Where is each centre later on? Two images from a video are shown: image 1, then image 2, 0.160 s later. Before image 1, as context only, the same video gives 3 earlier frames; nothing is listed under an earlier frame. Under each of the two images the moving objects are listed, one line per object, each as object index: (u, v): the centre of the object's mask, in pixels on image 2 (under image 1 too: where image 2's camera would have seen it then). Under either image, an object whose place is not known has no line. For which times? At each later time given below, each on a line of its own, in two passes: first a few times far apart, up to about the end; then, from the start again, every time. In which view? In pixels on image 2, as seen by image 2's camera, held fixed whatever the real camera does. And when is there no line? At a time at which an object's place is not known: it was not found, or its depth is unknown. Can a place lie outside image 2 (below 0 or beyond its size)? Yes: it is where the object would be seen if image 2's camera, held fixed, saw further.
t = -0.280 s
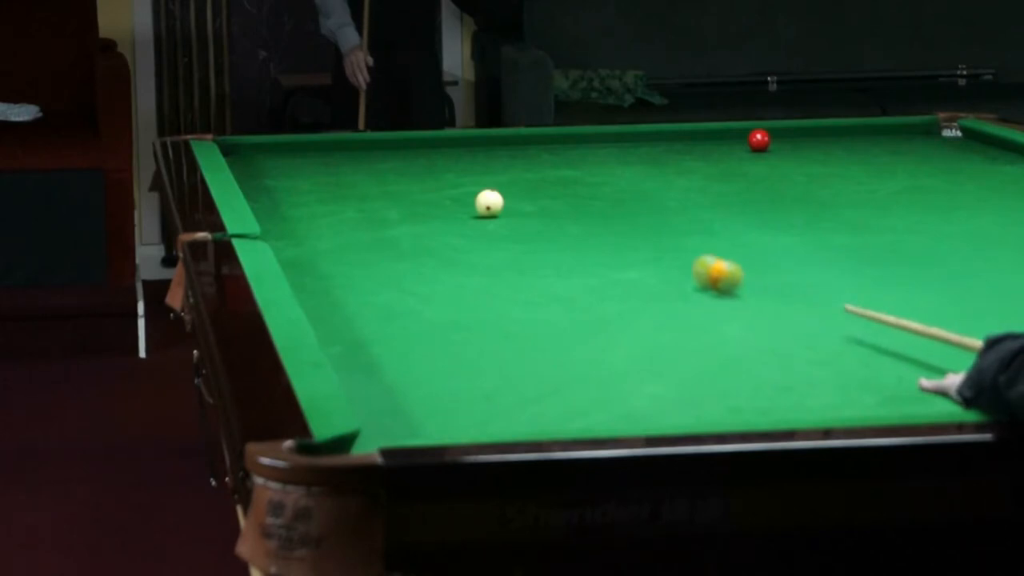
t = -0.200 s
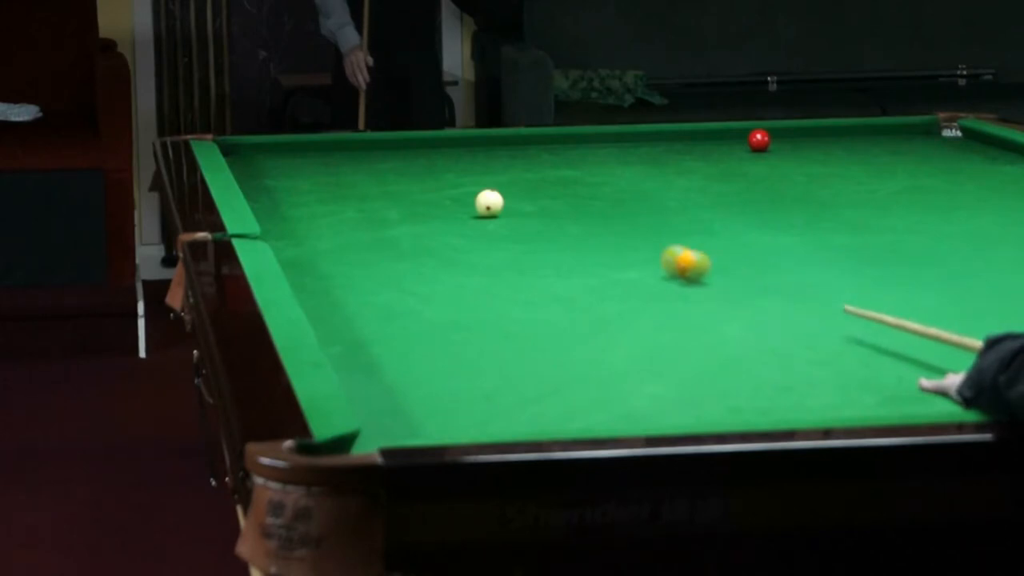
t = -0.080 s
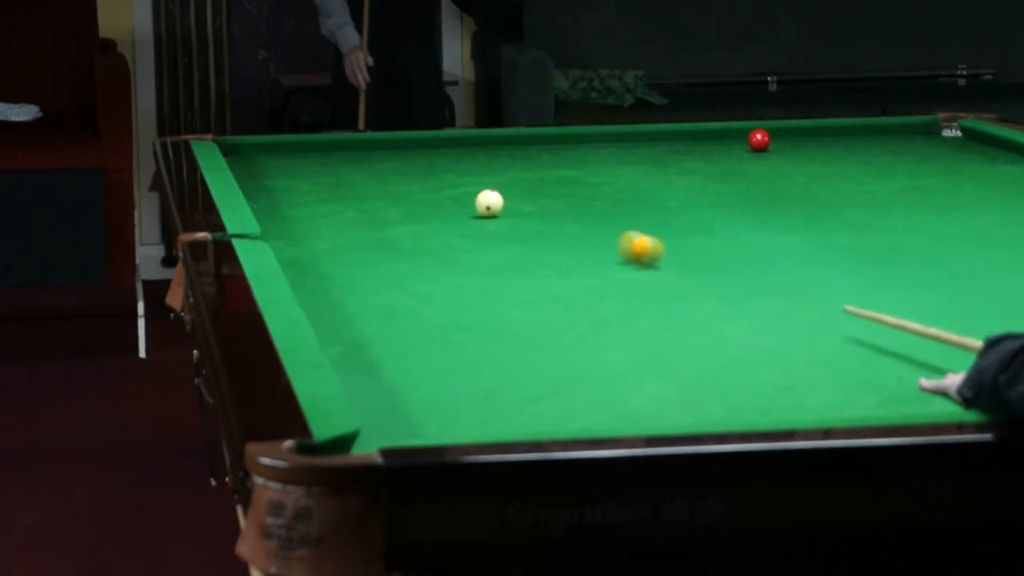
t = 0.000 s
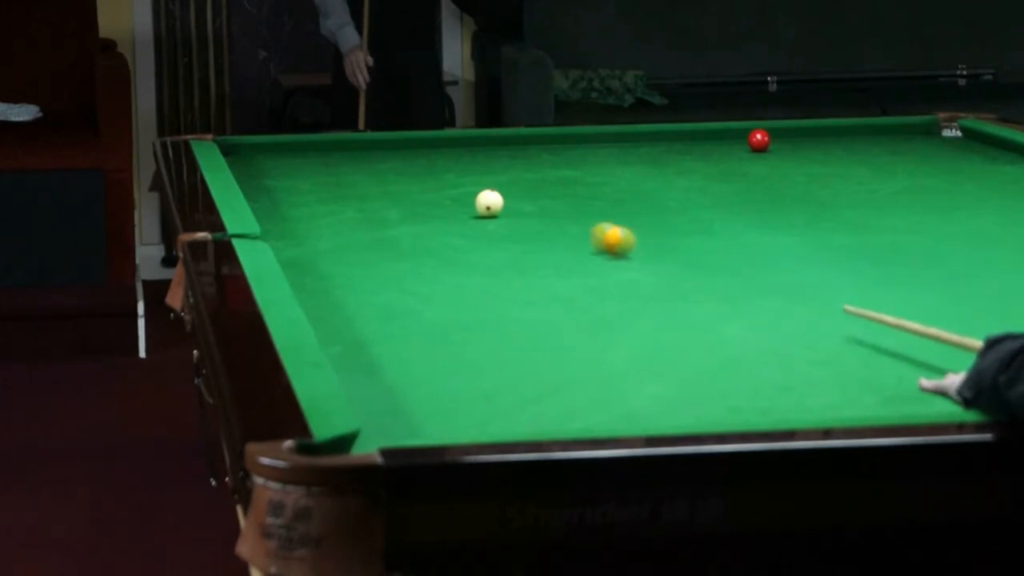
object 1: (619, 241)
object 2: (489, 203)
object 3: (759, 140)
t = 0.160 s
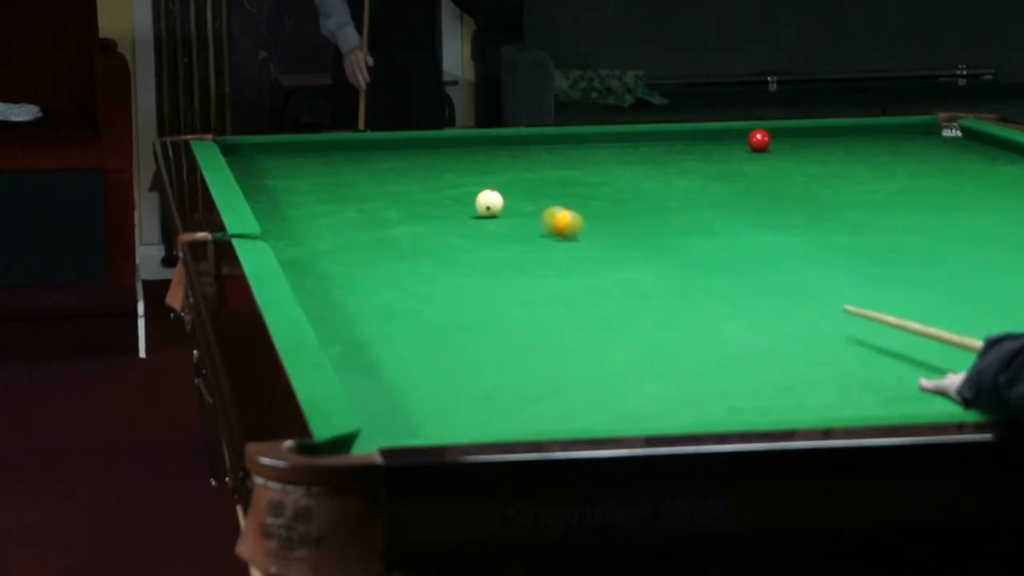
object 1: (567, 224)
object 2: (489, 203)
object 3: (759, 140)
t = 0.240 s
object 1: (543, 216)
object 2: (489, 203)
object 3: (759, 140)
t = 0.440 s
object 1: (529, 201)
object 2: (452, 200)
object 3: (759, 140)
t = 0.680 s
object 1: (558, 189)
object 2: (373, 193)
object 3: (759, 140)
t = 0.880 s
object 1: (579, 181)
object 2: (312, 186)
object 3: (759, 140)
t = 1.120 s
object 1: (603, 171)
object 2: (251, 179)
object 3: (759, 140)
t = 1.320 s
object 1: (621, 163)
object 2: (270, 175)
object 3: (759, 140)
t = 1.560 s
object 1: (641, 155)
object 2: (302, 169)
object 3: (759, 140)
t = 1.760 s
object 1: (657, 149)
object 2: (326, 164)
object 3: (759, 140)
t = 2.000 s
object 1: (674, 142)
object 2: (354, 159)
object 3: (759, 140)
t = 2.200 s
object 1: (688, 136)
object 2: (375, 155)
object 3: (759, 140)
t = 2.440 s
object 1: (707, 132)
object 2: (399, 151)
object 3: (759, 140)
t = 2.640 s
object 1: (730, 135)
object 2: (417, 148)
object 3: (759, 140)
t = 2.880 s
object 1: (754, 132)
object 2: (437, 144)
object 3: (759, 140)
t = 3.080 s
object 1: (780, 138)
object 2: (452, 141)
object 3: (760, 142)
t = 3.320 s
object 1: (800, 139)
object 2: (469, 139)
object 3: (761, 143)
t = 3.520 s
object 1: (816, 140)
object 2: (481, 139)
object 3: (762, 145)
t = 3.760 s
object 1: (832, 140)
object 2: (496, 140)
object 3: (763, 146)
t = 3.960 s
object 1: (844, 140)
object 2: (506, 140)
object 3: (765, 147)
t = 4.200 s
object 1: (857, 141)
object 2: (518, 141)
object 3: (766, 148)
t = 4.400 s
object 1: (864, 141)
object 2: (525, 141)
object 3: (767, 148)
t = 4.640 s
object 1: (871, 141)
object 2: (532, 142)
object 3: (767, 148)
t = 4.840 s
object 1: (874, 140)
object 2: (536, 142)
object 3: (767, 148)
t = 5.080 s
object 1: (875, 140)
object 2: (539, 142)
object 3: (767, 148)
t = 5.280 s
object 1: (875, 140)
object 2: (540, 142)
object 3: (767, 148)
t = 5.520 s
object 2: (540, 142)
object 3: (767, 148)
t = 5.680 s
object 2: (540, 142)
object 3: (767, 148)
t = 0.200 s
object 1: (555, 220)
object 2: (489, 203)
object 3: (759, 140)
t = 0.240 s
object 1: (543, 216)
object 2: (489, 203)
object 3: (759, 140)
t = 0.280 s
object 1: (531, 212)
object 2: (489, 203)
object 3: (759, 140)
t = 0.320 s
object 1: (519, 207)
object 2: (488, 203)
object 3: (759, 140)
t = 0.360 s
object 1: (516, 204)
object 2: (486, 203)
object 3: (759, 140)
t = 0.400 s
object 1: (523, 202)
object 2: (470, 201)
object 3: (759, 140)
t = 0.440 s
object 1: (529, 201)
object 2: (452, 200)
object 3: (759, 140)
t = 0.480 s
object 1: (534, 199)
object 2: (437, 198)
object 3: (759, 140)
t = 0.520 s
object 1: (540, 197)
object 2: (424, 197)
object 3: (759, 140)
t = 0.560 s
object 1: (544, 195)
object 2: (411, 196)
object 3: (759, 140)
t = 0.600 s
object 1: (549, 193)
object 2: (399, 195)
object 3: (759, 140)
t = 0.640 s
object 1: (553, 191)
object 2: (382, 193)
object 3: (759, 140)
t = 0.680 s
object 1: (558, 189)
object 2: (373, 193)
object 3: (759, 140)
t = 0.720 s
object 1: (562, 187)
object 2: (358, 191)
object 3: (759, 140)
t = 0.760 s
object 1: (567, 186)
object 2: (346, 190)
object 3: (759, 140)
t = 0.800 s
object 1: (571, 184)
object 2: (335, 189)
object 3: (759, 140)
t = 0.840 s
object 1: (575, 182)
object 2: (323, 187)
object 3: (759, 140)
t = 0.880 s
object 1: (579, 181)
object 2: (312, 186)
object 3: (759, 140)
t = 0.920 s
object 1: (583, 179)
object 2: (301, 185)
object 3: (759, 140)
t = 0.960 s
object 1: (587, 177)
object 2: (290, 184)
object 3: (759, 140)
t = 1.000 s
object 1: (591, 175)
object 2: (279, 183)
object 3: (759, 140)
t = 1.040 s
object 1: (595, 174)
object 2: (269, 182)
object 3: (759, 140)
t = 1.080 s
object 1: (599, 172)
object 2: (259, 180)
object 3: (759, 140)
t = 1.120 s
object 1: (603, 171)
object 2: (251, 179)
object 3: (759, 140)
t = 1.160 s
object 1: (606, 169)
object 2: (249, 178)
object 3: (759, 140)
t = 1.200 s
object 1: (610, 168)
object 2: (253, 178)
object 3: (759, 140)
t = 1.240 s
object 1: (614, 166)
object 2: (259, 176)
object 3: (759, 140)
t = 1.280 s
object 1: (617, 165)
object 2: (265, 176)
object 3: (759, 140)
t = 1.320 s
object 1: (621, 163)
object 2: (270, 175)
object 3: (759, 140)
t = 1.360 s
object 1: (624, 162)
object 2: (275, 174)
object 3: (759, 140)
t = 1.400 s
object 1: (628, 160)
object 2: (281, 172)
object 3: (759, 140)
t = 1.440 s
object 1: (631, 159)
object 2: (286, 171)
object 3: (759, 140)
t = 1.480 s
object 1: (635, 158)
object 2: (292, 171)
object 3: (759, 140)
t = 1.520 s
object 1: (638, 156)
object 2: (297, 170)
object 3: (759, 140)
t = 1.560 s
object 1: (641, 155)
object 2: (302, 169)
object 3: (759, 140)
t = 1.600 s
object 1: (644, 154)
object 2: (307, 168)
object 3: (759, 140)
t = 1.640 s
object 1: (647, 152)
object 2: (312, 167)
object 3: (759, 140)
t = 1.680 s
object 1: (651, 151)
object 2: (317, 166)
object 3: (759, 140)
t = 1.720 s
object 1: (654, 150)
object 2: (322, 165)
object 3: (759, 140)
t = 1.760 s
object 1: (657, 149)
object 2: (326, 164)
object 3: (759, 140)
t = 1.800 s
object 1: (660, 147)
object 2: (331, 163)
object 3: (759, 140)
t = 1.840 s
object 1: (663, 146)
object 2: (336, 163)
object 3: (759, 140)
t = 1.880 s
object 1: (665, 145)
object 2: (340, 162)
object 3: (759, 140)
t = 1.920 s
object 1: (668, 144)
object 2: (345, 161)
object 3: (759, 140)
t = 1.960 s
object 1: (672, 142)
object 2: (350, 160)
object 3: (759, 140)
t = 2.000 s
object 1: (674, 142)
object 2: (354, 159)
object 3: (759, 140)
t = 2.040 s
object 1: (677, 140)
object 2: (359, 159)
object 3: (759, 140)
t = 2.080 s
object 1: (680, 139)
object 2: (363, 158)
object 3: (759, 140)
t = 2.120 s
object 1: (682, 138)
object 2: (367, 157)
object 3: (759, 140)
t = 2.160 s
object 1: (686, 137)
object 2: (371, 156)
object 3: (759, 140)
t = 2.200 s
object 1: (688, 136)
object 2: (375, 155)
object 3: (759, 140)
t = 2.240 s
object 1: (691, 135)
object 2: (380, 155)
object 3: (759, 140)
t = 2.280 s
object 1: (693, 134)
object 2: (383, 154)
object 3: (759, 140)
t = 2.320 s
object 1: (696, 133)
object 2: (387, 153)
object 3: (759, 140)
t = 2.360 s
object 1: (698, 132)
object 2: (392, 152)
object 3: (759, 140)
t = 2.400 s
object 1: (702, 132)
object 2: (395, 152)
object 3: (759, 140)
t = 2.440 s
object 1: (707, 132)
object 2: (399, 151)
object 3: (759, 140)
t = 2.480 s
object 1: (711, 133)
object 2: (403, 150)
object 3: (759, 140)
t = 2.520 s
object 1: (716, 133)
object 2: (406, 150)
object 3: (759, 140)
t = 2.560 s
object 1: (721, 134)
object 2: (410, 149)
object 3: (759, 140)
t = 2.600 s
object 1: (725, 134)
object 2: (413, 149)
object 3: (759, 140)
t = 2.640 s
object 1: (730, 135)
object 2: (417, 148)
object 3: (759, 140)
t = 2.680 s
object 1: (734, 135)
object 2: (420, 147)
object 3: (759, 140)
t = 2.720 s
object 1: (738, 136)
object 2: (424, 147)
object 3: (759, 140)
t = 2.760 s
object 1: (741, 136)
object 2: (427, 146)
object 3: (759, 140)
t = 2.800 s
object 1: (744, 135)
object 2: (431, 146)
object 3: (759, 141)
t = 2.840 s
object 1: (747, 134)
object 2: (434, 145)
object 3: (759, 140)
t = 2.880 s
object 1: (754, 132)
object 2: (437, 144)
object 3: (759, 140)
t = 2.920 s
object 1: (768, 134)
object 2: (440, 144)
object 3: (759, 140)
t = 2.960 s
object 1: (772, 136)
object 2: (443, 143)
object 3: (759, 141)
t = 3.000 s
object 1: (774, 137)
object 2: (446, 143)
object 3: (759, 142)
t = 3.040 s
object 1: (777, 137)
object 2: (449, 142)
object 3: (760, 142)
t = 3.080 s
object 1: (780, 138)
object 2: (452, 141)
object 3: (760, 142)
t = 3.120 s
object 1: (783, 139)
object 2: (455, 141)
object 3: (760, 142)
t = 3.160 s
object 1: (786, 139)
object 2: (457, 140)
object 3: (760, 142)
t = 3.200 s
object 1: (789, 139)
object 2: (460, 140)
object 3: (761, 143)
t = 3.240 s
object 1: (793, 139)
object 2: (463, 140)
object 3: (761, 143)
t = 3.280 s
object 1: (796, 139)
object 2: (466, 139)
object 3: (761, 143)
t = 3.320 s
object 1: (800, 139)
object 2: (469, 139)
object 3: (761, 143)
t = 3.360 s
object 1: (803, 139)
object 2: (471, 138)
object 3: (762, 143)
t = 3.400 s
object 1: (806, 140)
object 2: (474, 138)
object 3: (762, 144)
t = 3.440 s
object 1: (809, 139)
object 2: (476, 138)
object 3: (762, 144)
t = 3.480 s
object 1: (813, 140)
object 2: (479, 139)
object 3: (762, 144)
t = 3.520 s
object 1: (816, 140)
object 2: (481, 139)
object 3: (762, 145)
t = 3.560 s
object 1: (819, 140)
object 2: (484, 139)
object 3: (762, 145)
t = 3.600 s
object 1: (822, 140)
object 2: (486, 139)
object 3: (762, 145)
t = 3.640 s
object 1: (825, 140)
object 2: (489, 139)
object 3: (763, 145)
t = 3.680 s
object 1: (827, 140)
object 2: (491, 139)
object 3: (763, 146)
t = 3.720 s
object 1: (830, 140)
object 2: (494, 139)
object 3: (763, 146)
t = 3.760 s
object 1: (832, 140)
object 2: (496, 140)
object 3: (763, 146)
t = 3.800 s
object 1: (835, 140)
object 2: (498, 140)
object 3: (764, 146)
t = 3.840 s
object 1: (837, 140)
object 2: (500, 140)
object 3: (764, 147)
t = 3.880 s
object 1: (840, 140)
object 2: (502, 140)
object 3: (764, 147)
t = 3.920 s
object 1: (842, 140)
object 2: (504, 140)
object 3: (764, 147)
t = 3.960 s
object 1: (844, 140)
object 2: (506, 140)
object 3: (765, 147)
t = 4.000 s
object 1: (847, 140)
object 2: (508, 140)
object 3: (765, 147)
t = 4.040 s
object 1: (849, 140)
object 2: (510, 140)
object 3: (765, 147)
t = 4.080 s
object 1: (851, 140)
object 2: (512, 140)
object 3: (765, 147)
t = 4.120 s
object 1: (853, 140)
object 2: (514, 141)
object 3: (765, 148)
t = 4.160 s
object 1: (855, 140)
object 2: (516, 141)
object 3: (766, 148)
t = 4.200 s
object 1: (857, 141)
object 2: (518, 141)
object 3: (766, 148)
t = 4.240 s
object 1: (858, 141)
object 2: (519, 141)
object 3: (766, 148)
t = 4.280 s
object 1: (860, 141)
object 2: (521, 141)
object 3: (766, 148)
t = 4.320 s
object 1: (861, 141)
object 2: (522, 141)
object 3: (766, 148)
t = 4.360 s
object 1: (863, 141)
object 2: (524, 141)
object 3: (767, 148)
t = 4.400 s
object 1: (864, 141)
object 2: (525, 141)
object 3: (767, 148)
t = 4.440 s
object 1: (866, 141)
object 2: (526, 141)
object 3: (767, 148)
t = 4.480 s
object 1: (867, 141)
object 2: (527, 141)
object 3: (767, 148)
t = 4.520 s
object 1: (868, 141)
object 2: (529, 141)
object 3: (767, 148)
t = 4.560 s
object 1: (869, 141)
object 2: (530, 141)
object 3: (767, 148)
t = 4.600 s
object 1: (870, 141)
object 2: (531, 142)
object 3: (767, 148)
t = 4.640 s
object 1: (871, 141)
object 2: (532, 142)
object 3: (767, 148)
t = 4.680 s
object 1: (872, 140)
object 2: (532, 142)
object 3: (767, 148)
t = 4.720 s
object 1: (872, 140)
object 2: (533, 142)
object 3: (767, 148)
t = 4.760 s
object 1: (873, 141)
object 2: (534, 142)
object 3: (767, 148)
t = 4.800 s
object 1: (874, 140)
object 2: (535, 142)
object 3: (767, 148)
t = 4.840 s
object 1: (874, 140)
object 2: (536, 142)
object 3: (767, 148)
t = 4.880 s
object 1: (875, 140)
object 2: (536, 142)
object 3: (767, 148)
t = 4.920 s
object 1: (875, 140)
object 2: (537, 142)
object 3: (767, 148)
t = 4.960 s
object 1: (875, 140)
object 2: (538, 142)
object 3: (767, 148)
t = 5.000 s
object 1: (875, 140)
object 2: (538, 142)
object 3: (767, 148)
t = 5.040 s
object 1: (875, 140)
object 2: (538, 142)
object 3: (767, 148)
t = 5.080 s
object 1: (875, 140)
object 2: (539, 142)
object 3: (767, 148)
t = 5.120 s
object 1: (875, 140)
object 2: (539, 142)
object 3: (767, 148)
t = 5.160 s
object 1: (875, 140)
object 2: (539, 142)
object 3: (767, 148)
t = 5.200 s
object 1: (875, 140)
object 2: (540, 142)
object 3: (767, 148)
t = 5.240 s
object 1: (875, 140)
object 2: (540, 142)
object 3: (767, 148)
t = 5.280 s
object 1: (875, 140)
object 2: (540, 142)
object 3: (767, 148)
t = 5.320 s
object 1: (875, 140)
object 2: (540, 142)
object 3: (767, 148)
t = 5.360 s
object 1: (875, 140)
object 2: (540, 142)
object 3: (767, 148)
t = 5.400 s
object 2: (540, 142)
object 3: (767, 148)
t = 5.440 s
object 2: (540, 142)
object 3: (767, 148)
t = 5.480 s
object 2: (540, 142)
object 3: (767, 148)
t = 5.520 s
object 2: (540, 142)
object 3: (767, 148)
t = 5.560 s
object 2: (540, 142)
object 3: (767, 148)
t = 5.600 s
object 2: (540, 142)
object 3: (767, 148)
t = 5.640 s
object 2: (540, 142)
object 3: (767, 148)
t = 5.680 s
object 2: (540, 142)
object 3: (767, 148)
